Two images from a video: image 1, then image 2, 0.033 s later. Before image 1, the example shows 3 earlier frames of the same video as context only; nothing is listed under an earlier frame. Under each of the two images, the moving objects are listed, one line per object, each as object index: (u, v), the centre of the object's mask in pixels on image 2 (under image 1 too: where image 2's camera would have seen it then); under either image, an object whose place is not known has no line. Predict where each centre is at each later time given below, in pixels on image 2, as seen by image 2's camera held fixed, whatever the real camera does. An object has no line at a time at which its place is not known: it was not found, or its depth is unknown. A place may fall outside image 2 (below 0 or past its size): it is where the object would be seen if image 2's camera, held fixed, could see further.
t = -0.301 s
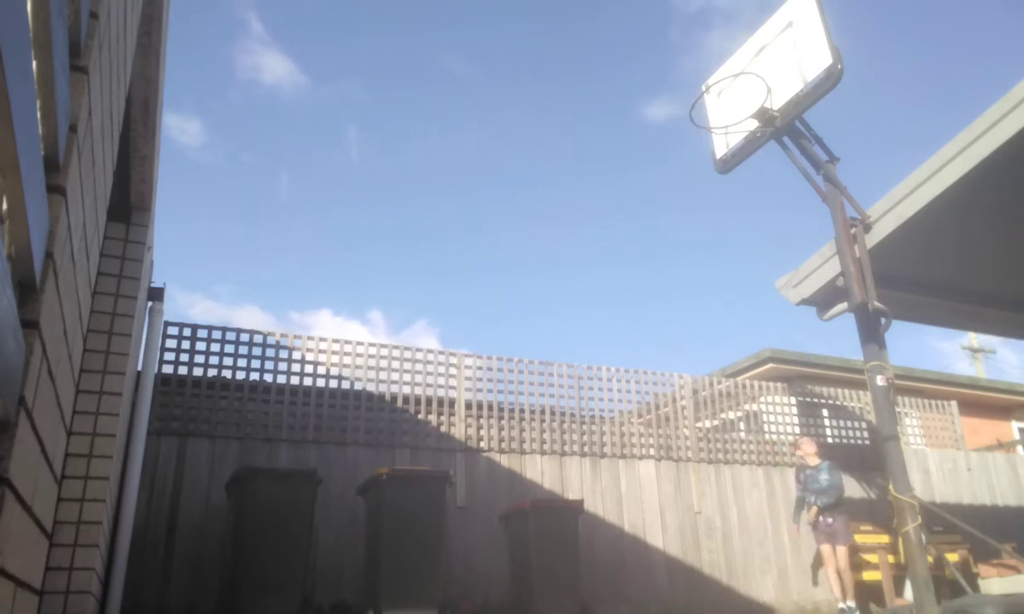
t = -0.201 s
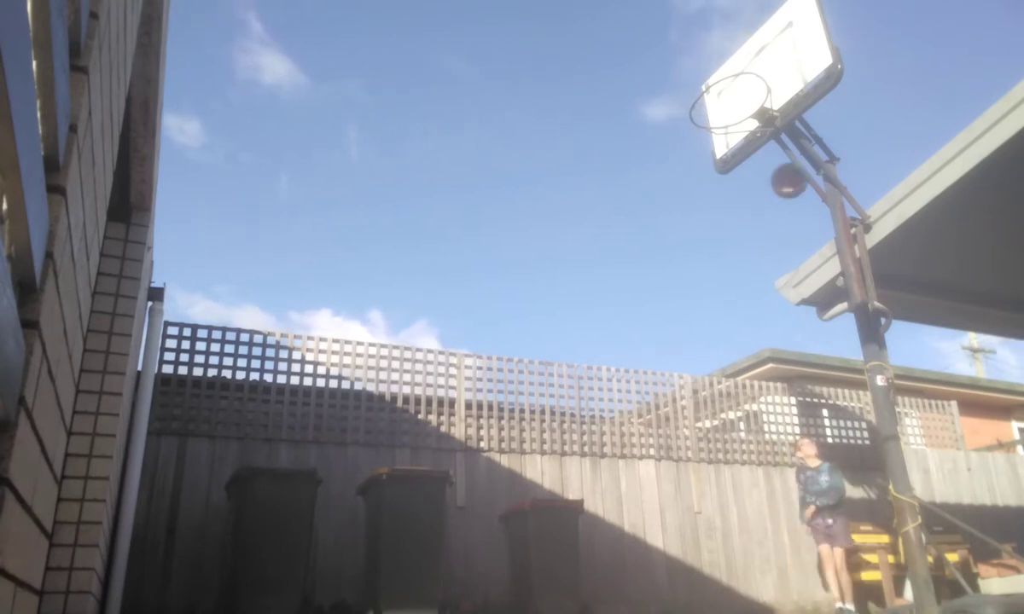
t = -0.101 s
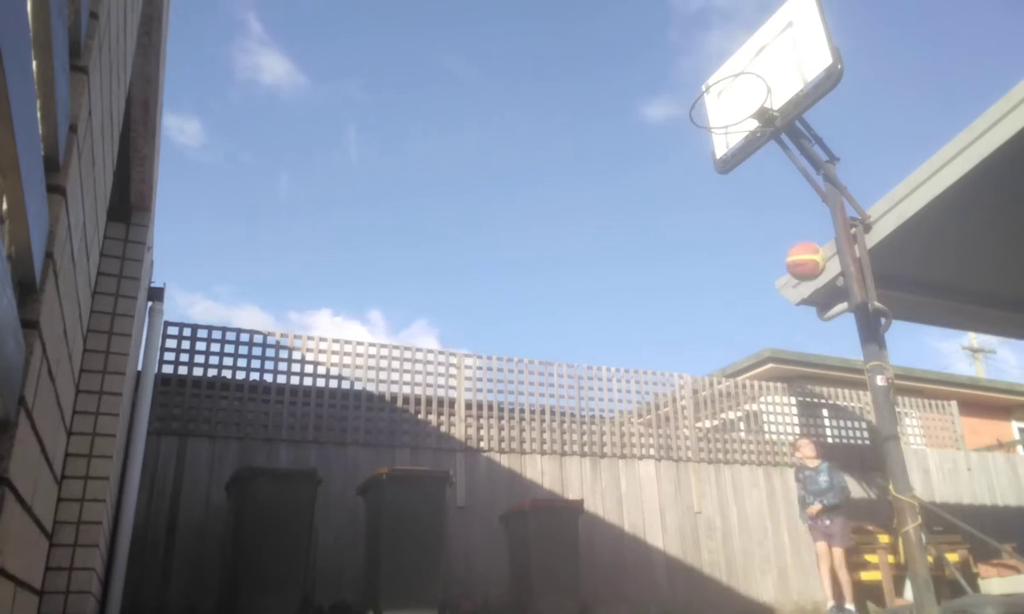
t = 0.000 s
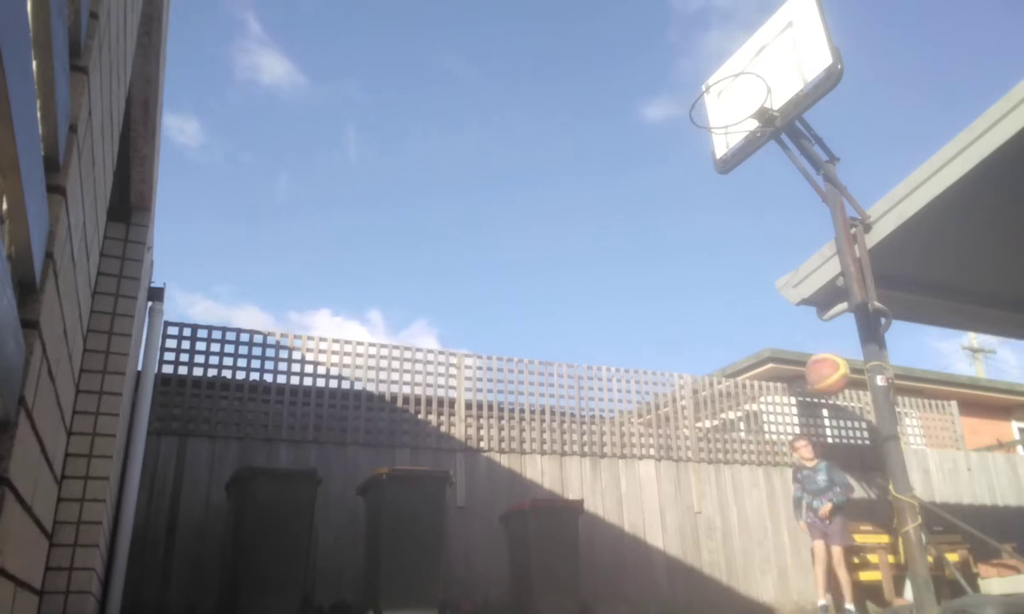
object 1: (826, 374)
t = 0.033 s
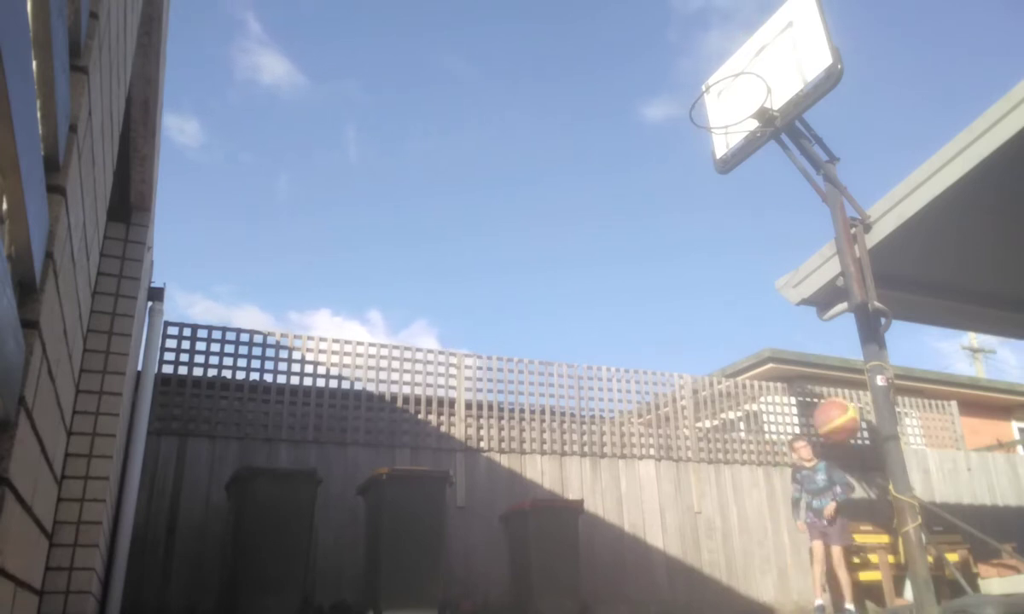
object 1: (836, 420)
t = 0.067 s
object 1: (847, 473)
